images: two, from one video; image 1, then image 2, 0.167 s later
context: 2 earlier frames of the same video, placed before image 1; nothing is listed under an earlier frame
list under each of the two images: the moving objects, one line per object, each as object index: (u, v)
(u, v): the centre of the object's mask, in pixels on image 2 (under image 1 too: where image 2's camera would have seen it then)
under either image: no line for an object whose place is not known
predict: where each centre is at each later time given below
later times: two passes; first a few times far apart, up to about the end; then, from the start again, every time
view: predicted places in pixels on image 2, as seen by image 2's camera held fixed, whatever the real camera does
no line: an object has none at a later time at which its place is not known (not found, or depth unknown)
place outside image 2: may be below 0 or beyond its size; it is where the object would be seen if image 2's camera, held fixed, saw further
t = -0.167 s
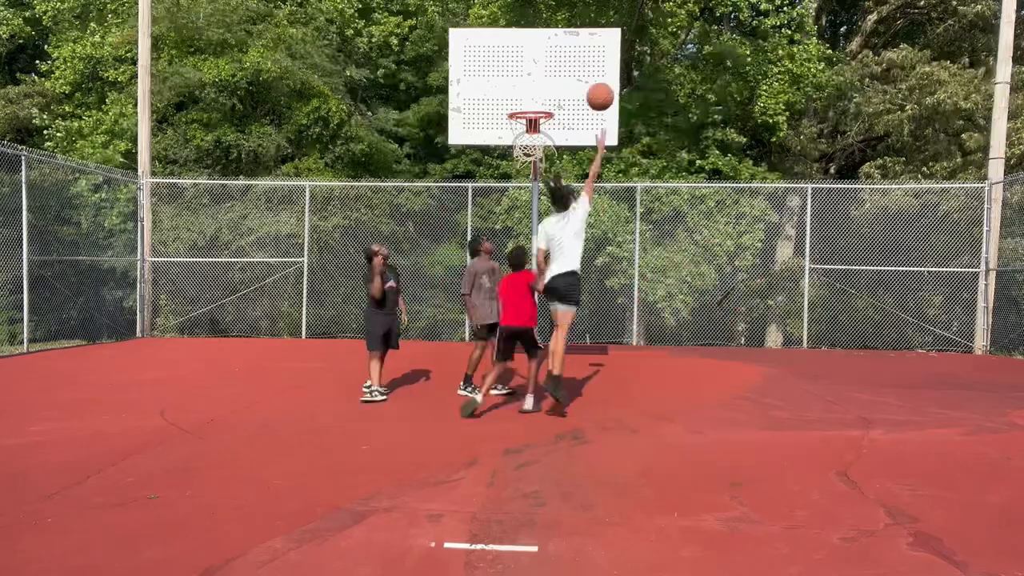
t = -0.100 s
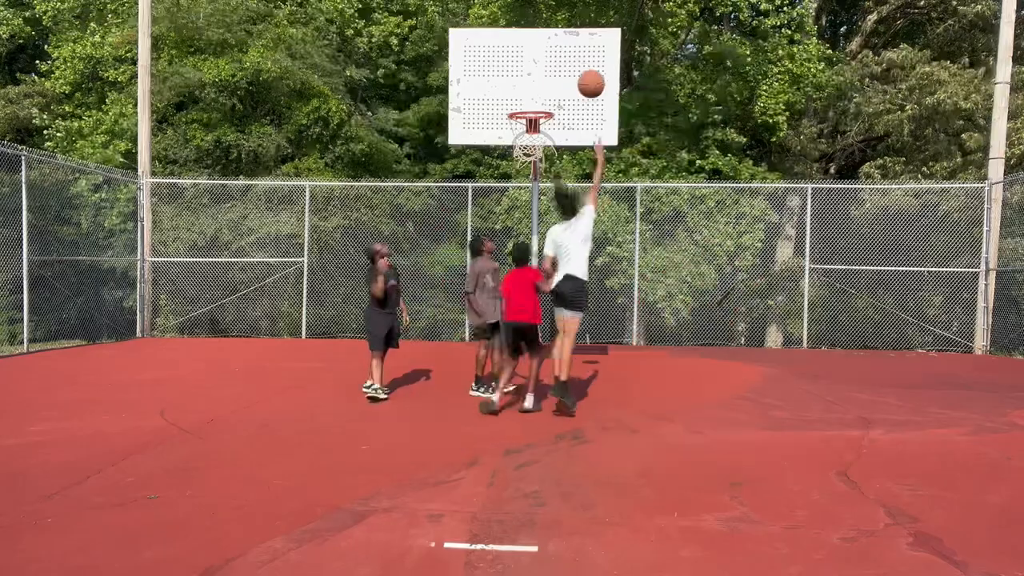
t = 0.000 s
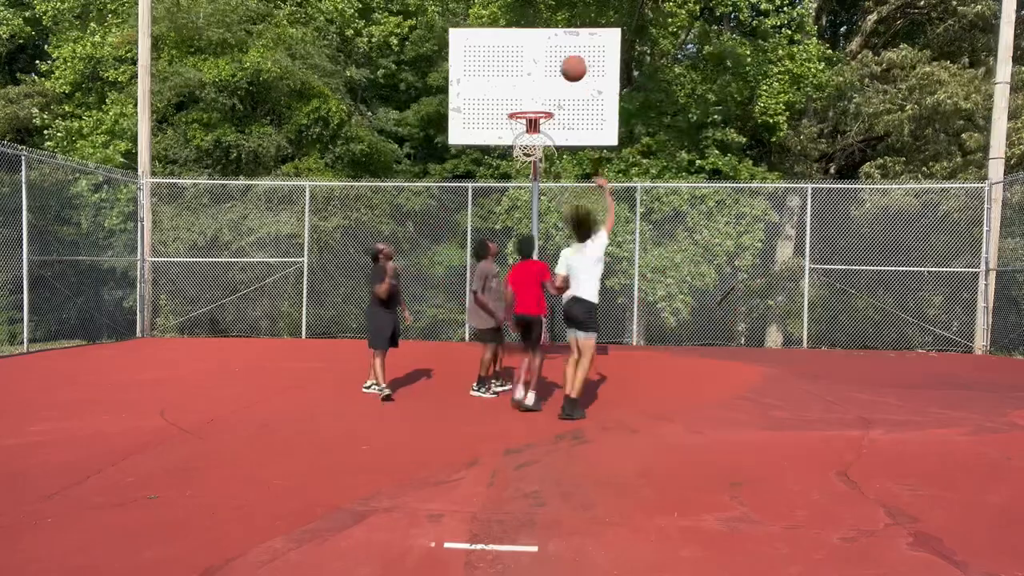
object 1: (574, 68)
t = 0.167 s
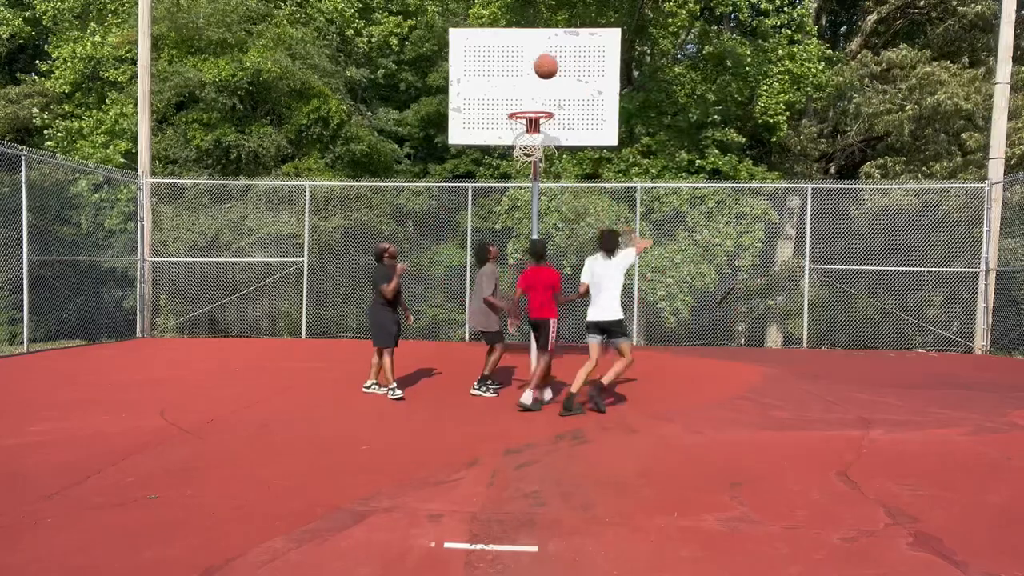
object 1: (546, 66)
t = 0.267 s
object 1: (531, 78)
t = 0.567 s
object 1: (539, 92)
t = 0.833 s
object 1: (576, 126)
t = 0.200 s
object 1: (541, 69)
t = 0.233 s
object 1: (536, 73)
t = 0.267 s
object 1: (531, 78)
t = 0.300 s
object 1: (526, 84)
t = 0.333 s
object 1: (521, 91)
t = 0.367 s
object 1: (517, 99)
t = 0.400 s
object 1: (515, 103)
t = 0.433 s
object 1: (520, 99)
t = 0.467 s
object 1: (525, 96)
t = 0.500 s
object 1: (530, 94)
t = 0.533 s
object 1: (535, 92)
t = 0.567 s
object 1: (539, 92)
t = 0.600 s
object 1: (544, 93)
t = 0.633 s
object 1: (549, 95)
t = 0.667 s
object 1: (553, 98)
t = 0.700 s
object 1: (558, 102)
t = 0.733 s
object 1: (562, 107)
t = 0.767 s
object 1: (567, 113)
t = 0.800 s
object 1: (571, 120)
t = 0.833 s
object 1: (576, 126)
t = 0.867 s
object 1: (579, 133)
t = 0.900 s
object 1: (583, 140)
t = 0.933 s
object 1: (587, 149)
